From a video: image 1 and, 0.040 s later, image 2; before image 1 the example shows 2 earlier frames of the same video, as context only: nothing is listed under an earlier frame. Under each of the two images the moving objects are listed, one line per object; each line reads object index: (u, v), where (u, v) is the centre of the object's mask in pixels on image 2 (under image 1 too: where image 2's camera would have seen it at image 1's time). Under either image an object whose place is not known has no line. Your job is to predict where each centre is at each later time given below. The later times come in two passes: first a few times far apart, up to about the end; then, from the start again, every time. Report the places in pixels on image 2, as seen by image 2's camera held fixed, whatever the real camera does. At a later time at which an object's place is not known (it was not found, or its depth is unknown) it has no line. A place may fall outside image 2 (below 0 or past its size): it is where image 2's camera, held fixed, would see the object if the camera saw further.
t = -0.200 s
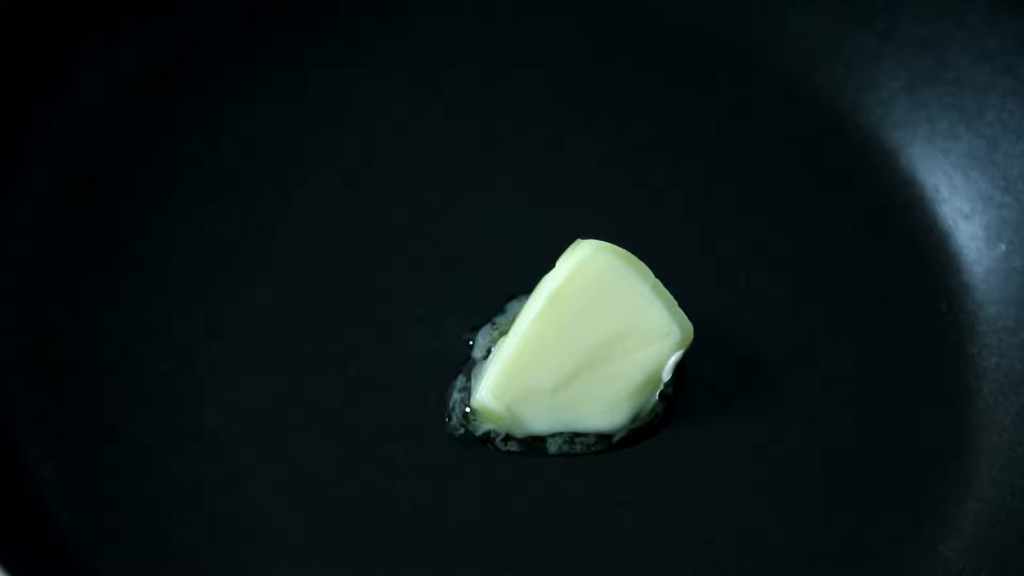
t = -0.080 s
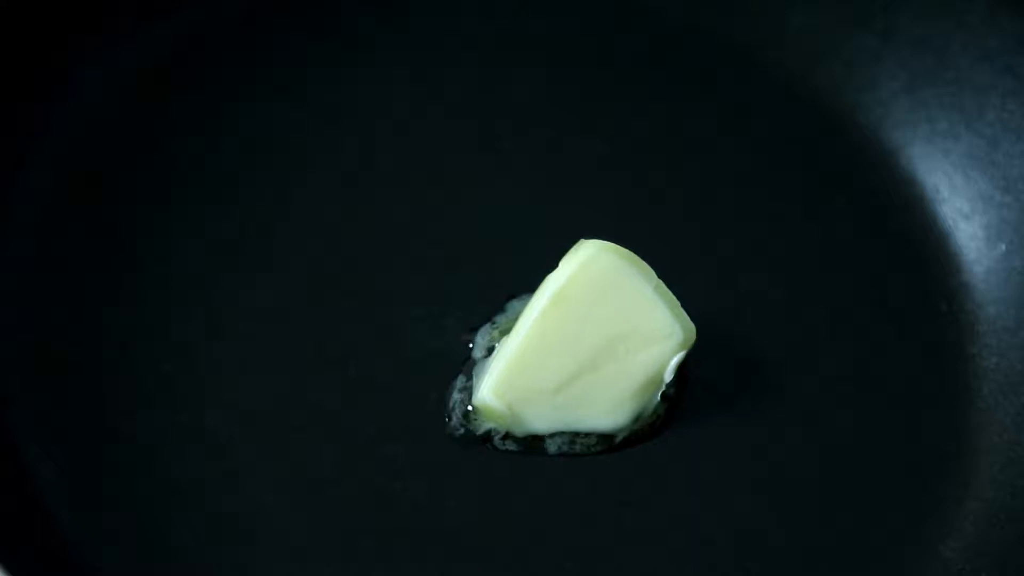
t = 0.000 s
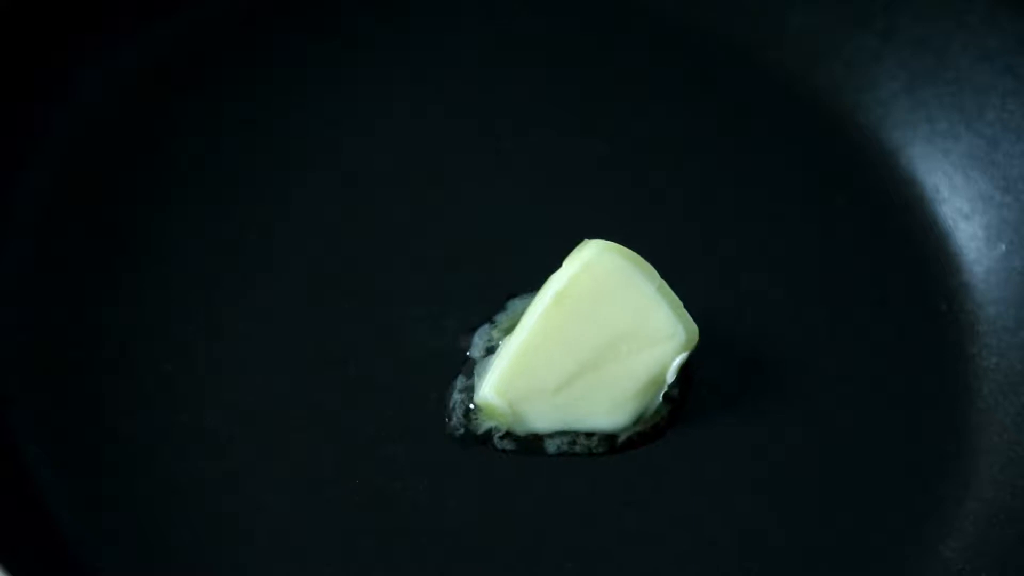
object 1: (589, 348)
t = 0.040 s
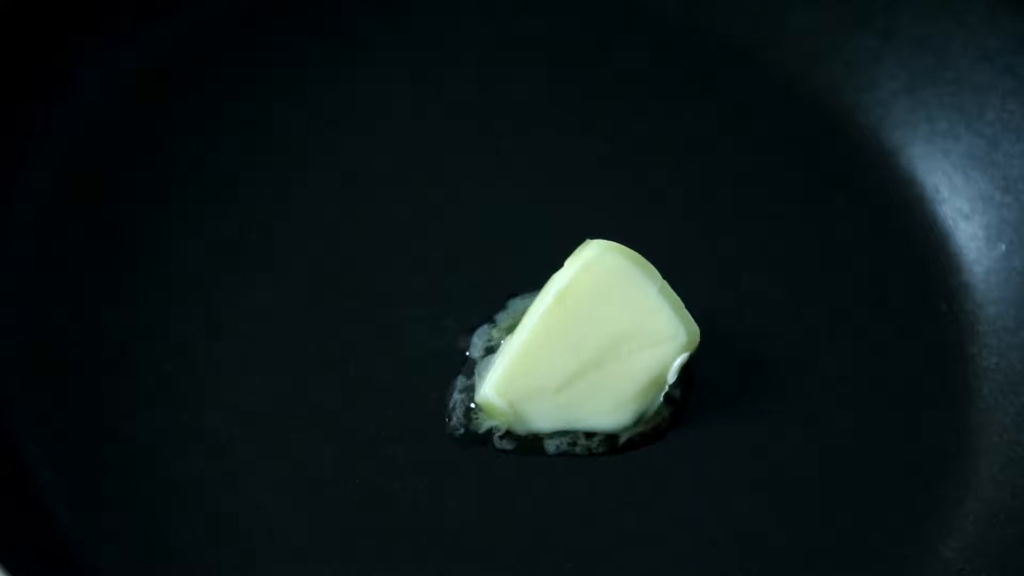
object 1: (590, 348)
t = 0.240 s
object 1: (597, 347)
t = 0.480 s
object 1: (607, 346)
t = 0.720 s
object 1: (615, 344)
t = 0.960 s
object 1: (626, 342)
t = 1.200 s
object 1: (636, 340)
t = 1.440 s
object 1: (646, 339)
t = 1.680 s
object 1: (655, 336)
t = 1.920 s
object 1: (665, 335)
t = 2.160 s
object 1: (675, 332)
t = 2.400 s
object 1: (684, 329)
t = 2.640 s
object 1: (692, 327)
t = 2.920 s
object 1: (701, 323)
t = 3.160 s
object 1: (708, 321)
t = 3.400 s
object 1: (715, 319)
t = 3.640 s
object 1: (724, 315)
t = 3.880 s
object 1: (730, 314)
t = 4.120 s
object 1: (736, 312)
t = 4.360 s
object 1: (743, 311)
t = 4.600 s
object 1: (748, 309)
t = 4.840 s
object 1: (752, 308)
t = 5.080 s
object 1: (755, 307)
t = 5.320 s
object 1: (758, 308)
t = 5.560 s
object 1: (763, 304)
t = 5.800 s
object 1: (764, 305)
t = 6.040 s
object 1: (764, 303)
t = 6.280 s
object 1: (765, 304)
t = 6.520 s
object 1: (767, 305)
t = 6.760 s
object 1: (770, 304)
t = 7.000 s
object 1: (772, 304)
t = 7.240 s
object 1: (776, 306)
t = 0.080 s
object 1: (591, 348)
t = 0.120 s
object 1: (593, 348)
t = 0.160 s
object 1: (594, 348)
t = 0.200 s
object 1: (596, 347)
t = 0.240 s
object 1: (597, 347)
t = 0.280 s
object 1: (599, 347)
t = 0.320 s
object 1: (601, 347)
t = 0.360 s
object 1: (602, 347)
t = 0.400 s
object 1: (604, 347)
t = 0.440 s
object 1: (605, 346)
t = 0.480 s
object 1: (607, 346)
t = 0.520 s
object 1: (608, 346)
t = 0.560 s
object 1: (609, 345)
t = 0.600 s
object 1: (611, 345)
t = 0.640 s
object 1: (613, 345)
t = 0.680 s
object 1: (614, 345)
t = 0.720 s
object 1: (615, 344)
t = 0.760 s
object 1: (617, 344)
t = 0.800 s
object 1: (618, 344)
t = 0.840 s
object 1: (620, 343)
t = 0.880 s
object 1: (622, 343)
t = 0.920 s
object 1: (624, 343)
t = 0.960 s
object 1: (626, 342)
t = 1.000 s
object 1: (627, 342)
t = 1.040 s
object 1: (629, 342)
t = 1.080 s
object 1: (630, 342)
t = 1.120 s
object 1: (632, 342)
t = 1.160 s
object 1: (634, 341)
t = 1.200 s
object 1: (636, 340)
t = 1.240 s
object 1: (637, 340)
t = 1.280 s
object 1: (639, 340)
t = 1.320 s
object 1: (641, 339)
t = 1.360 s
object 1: (643, 340)
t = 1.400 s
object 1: (644, 339)
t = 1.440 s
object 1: (646, 339)
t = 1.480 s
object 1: (647, 338)
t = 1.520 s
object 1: (649, 338)
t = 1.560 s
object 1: (651, 337)
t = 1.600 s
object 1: (652, 337)
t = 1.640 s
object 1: (654, 337)
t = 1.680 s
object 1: (655, 336)
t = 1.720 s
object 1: (657, 336)
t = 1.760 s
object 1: (659, 336)
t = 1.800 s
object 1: (661, 335)
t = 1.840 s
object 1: (662, 335)
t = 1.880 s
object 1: (664, 335)
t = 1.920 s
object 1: (665, 335)
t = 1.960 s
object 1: (667, 334)
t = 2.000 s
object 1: (668, 334)
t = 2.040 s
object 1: (670, 333)
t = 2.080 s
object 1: (672, 333)
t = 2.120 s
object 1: (674, 332)
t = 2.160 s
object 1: (675, 332)
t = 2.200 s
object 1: (677, 331)
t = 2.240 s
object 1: (678, 331)
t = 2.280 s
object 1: (680, 331)
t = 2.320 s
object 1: (682, 331)
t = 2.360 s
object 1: (683, 330)
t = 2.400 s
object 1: (684, 329)
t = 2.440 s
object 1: (687, 330)
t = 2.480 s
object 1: (687, 328)
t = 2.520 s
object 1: (688, 328)
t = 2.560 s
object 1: (689, 327)
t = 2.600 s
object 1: (690, 327)
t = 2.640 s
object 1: (692, 327)
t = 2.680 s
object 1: (694, 327)
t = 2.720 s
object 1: (695, 326)
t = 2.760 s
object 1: (696, 326)
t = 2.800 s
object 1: (697, 324)
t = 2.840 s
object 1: (698, 324)
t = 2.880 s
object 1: (699, 324)
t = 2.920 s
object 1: (701, 323)
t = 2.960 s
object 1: (702, 323)
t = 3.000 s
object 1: (703, 323)
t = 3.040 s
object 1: (704, 321)
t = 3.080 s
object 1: (706, 321)
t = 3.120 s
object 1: (707, 321)
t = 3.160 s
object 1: (708, 321)
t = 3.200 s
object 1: (709, 320)
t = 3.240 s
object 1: (711, 320)
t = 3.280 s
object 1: (712, 320)
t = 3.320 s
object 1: (713, 320)
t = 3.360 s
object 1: (714, 319)
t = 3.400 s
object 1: (715, 319)
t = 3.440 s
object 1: (716, 318)
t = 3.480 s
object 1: (717, 318)
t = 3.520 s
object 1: (720, 317)
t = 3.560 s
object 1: (721, 316)
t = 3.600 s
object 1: (723, 316)
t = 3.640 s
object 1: (724, 315)
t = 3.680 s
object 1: (725, 315)
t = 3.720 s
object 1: (726, 314)
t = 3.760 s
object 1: (727, 315)
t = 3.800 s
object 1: (728, 314)
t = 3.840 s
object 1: (729, 314)
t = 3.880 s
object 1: (730, 314)
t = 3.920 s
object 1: (731, 313)
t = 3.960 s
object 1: (732, 313)
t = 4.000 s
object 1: (733, 313)
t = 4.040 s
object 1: (734, 313)
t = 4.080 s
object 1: (735, 313)
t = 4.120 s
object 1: (736, 312)
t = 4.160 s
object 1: (738, 312)
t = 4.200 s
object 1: (739, 312)
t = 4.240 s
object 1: (739, 312)
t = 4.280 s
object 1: (741, 311)
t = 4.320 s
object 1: (742, 311)
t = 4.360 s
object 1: (743, 311)
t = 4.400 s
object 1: (744, 310)
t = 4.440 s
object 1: (745, 310)
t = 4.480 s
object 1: (746, 310)
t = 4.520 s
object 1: (747, 310)
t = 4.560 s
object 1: (747, 309)
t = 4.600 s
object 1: (748, 309)
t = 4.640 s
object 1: (749, 309)
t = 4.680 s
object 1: (749, 310)
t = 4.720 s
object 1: (750, 309)
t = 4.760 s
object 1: (751, 309)
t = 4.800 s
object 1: (751, 309)
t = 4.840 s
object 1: (752, 308)
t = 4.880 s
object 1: (752, 308)
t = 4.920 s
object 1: (753, 308)
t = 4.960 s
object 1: (753, 308)
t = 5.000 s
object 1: (754, 308)
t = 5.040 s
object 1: (754, 308)
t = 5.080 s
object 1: (755, 307)
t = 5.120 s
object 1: (756, 307)
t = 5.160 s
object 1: (757, 307)
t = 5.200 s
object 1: (757, 307)
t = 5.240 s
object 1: (756, 308)
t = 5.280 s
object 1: (758, 308)
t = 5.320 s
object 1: (758, 308)
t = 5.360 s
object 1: (758, 307)
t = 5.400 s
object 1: (759, 307)
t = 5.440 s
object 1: (760, 307)
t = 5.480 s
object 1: (760, 307)
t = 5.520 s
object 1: (760, 307)
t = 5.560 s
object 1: (763, 304)
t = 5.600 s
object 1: (763, 304)
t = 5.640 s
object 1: (763, 304)
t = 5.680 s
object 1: (763, 304)
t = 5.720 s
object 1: (764, 304)
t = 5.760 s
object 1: (764, 304)
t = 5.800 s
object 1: (764, 305)
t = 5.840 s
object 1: (764, 305)
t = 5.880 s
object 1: (764, 303)
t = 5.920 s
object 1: (764, 303)
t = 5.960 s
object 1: (764, 304)
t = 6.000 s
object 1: (764, 304)
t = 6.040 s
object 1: (764, 303)
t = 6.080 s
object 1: (764, 304)
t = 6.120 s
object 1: (764, 303)
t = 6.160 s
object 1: (764, 304)
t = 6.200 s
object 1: (765, 303)
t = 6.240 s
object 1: (765, 304)
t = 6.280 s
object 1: (765, 304)
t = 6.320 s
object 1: (765, 305)
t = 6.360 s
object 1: (765, 305)
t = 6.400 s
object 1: (765, 304)
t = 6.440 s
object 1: (767, 304)
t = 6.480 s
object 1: (767, 305)
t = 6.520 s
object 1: (767, 305)
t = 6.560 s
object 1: (768, 305)
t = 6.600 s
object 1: (768, 304)
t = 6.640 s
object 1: (768, 304)
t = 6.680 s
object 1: (769, 304)
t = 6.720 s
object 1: (769, 305)
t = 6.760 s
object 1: (770, 304)
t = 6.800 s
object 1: (770, 305)
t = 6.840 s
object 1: (771, 304)
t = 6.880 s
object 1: (772, 304)
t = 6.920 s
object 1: (772, 304)
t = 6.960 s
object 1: (772, 305)
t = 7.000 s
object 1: (772, 304)
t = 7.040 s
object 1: (774, 304)
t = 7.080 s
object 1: (775, 305)
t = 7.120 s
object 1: (775, 305)
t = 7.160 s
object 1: (776, 305)
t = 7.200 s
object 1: (776, 306)
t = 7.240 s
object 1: (776, 306)
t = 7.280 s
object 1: (776, 306)
